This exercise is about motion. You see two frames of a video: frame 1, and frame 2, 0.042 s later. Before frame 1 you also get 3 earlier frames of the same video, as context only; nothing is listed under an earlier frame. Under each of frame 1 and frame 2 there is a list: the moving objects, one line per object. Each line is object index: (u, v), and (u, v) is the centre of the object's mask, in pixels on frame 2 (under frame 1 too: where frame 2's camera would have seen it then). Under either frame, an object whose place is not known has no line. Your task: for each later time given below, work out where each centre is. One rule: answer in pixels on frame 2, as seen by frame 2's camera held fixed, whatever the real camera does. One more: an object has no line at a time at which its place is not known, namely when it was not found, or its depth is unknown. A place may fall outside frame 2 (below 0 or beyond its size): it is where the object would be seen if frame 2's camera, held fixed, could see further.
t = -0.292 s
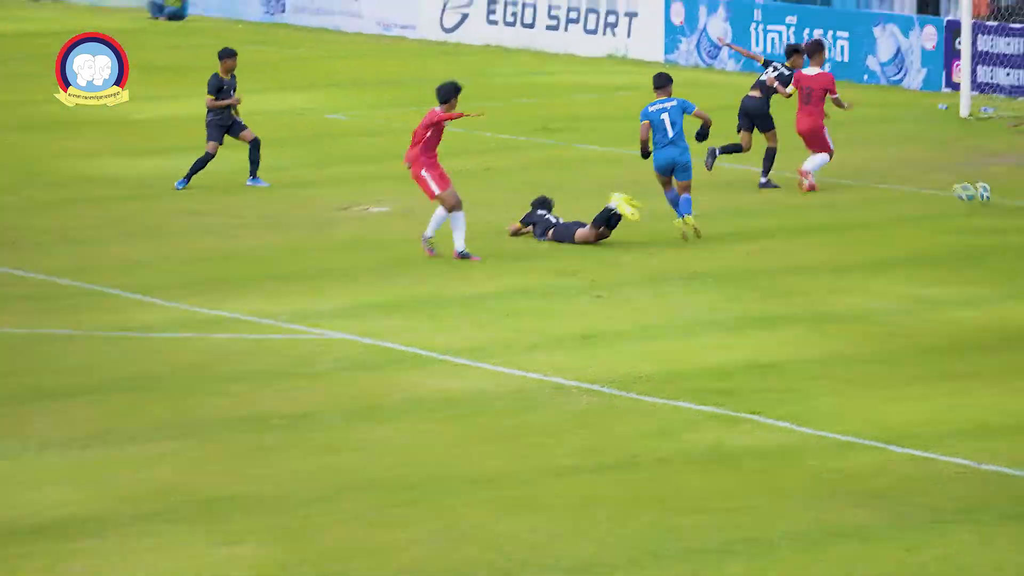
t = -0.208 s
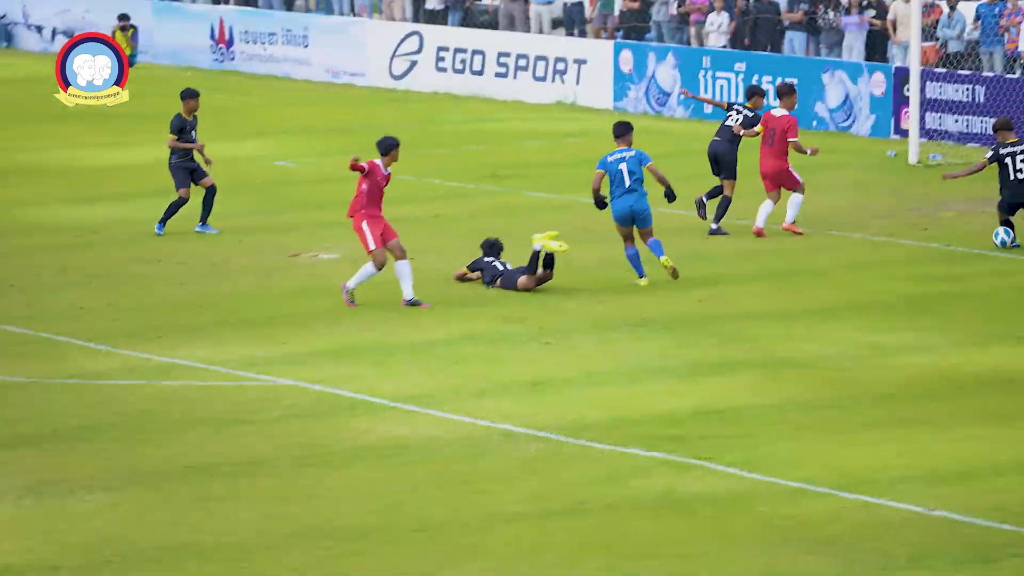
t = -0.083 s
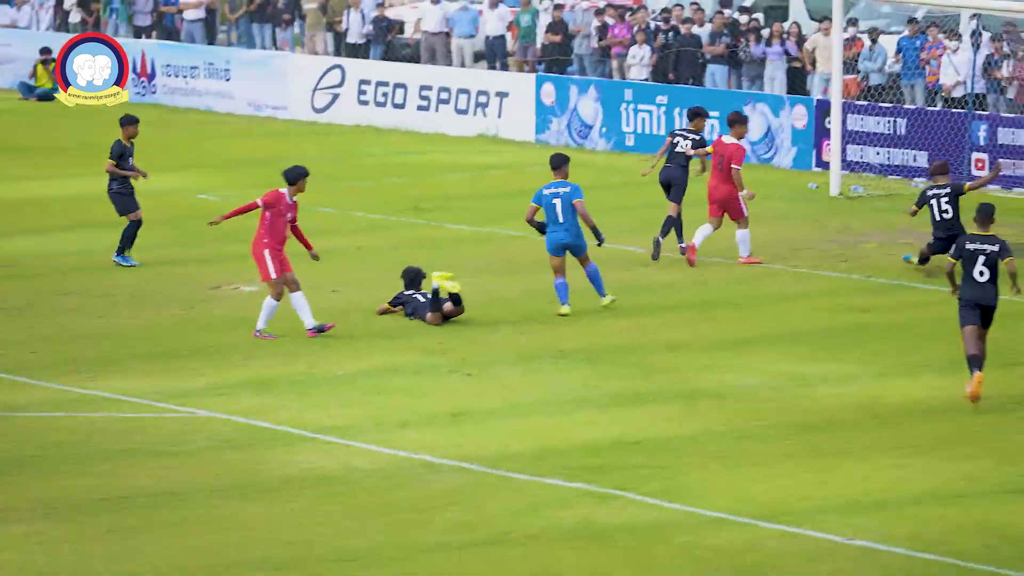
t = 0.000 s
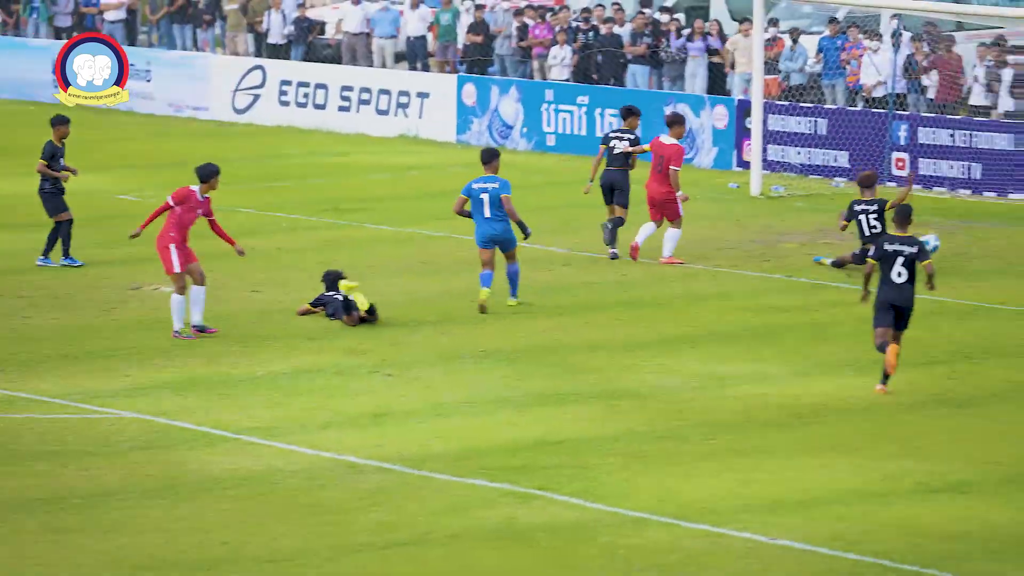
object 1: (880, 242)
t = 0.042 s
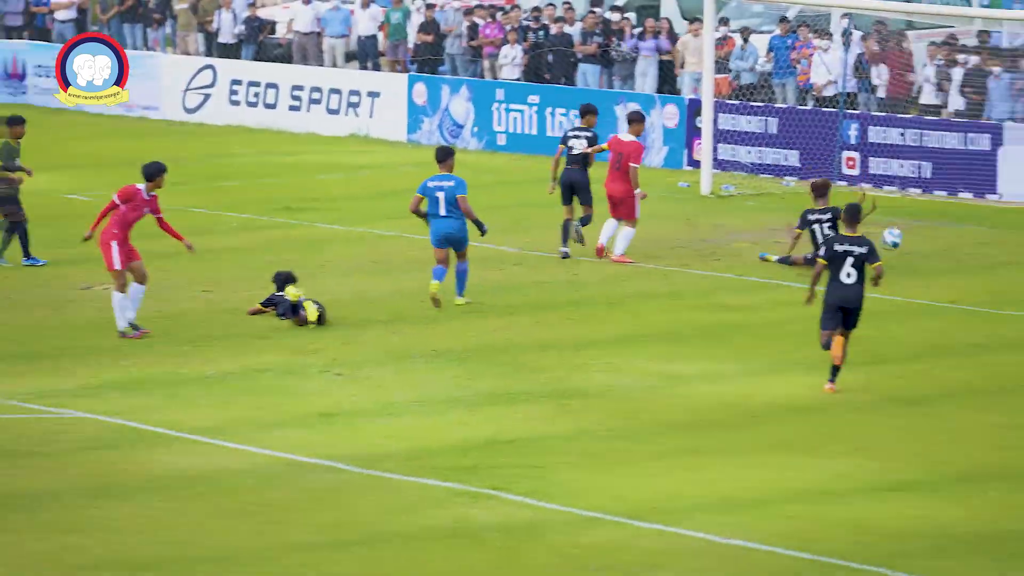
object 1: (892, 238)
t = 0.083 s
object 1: (905, 234)
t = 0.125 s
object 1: (916, 231)
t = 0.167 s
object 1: (930, 232)
